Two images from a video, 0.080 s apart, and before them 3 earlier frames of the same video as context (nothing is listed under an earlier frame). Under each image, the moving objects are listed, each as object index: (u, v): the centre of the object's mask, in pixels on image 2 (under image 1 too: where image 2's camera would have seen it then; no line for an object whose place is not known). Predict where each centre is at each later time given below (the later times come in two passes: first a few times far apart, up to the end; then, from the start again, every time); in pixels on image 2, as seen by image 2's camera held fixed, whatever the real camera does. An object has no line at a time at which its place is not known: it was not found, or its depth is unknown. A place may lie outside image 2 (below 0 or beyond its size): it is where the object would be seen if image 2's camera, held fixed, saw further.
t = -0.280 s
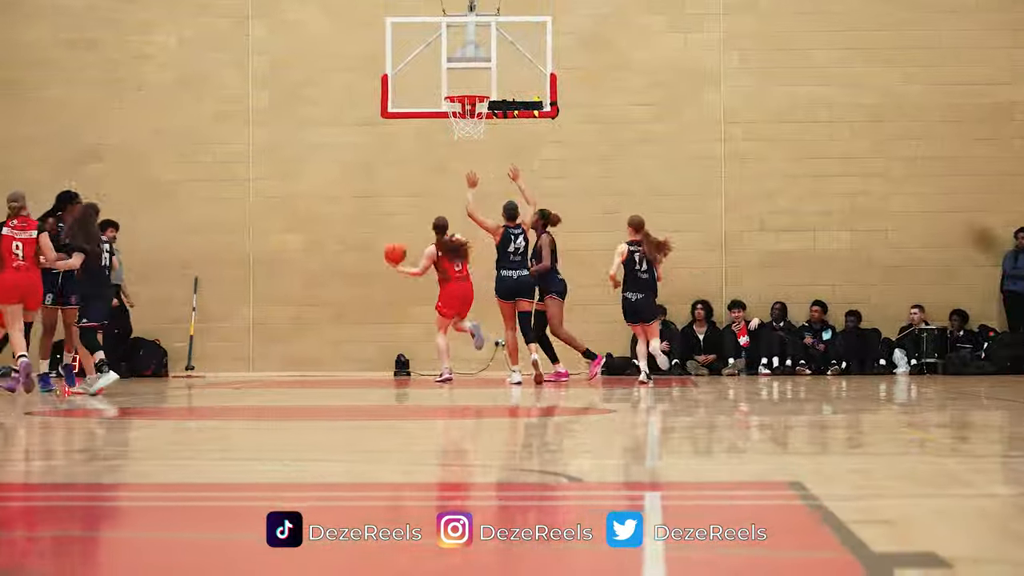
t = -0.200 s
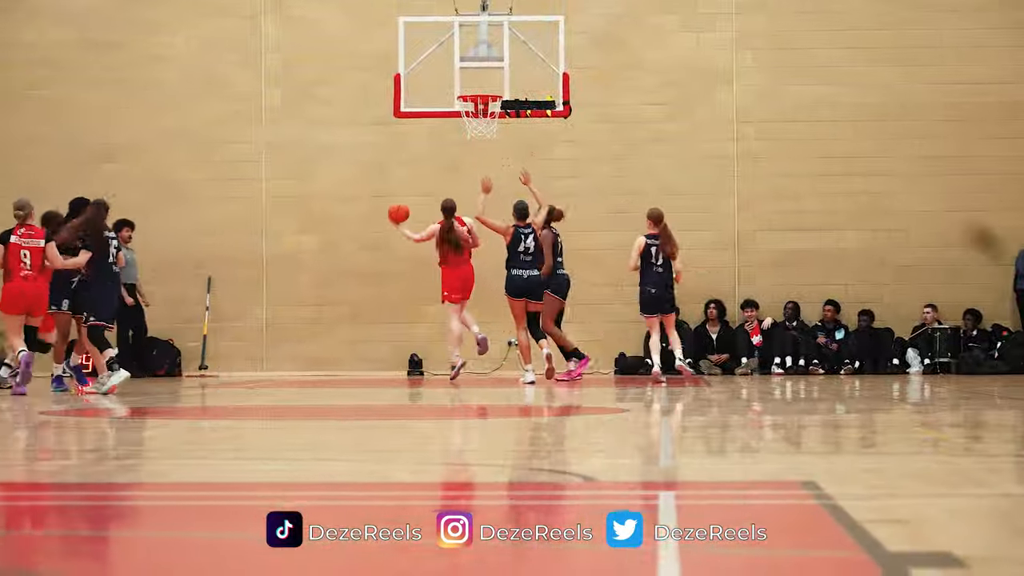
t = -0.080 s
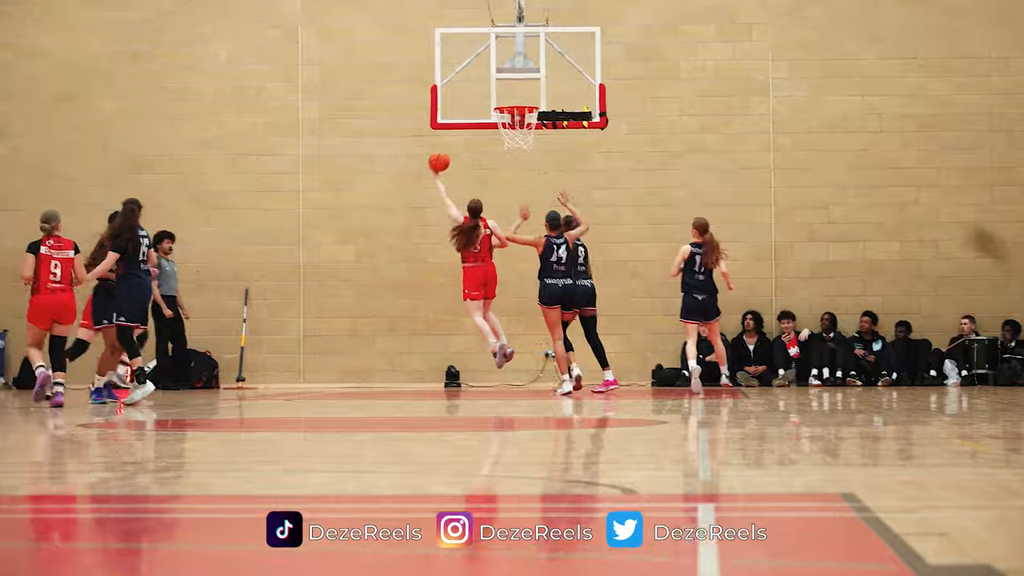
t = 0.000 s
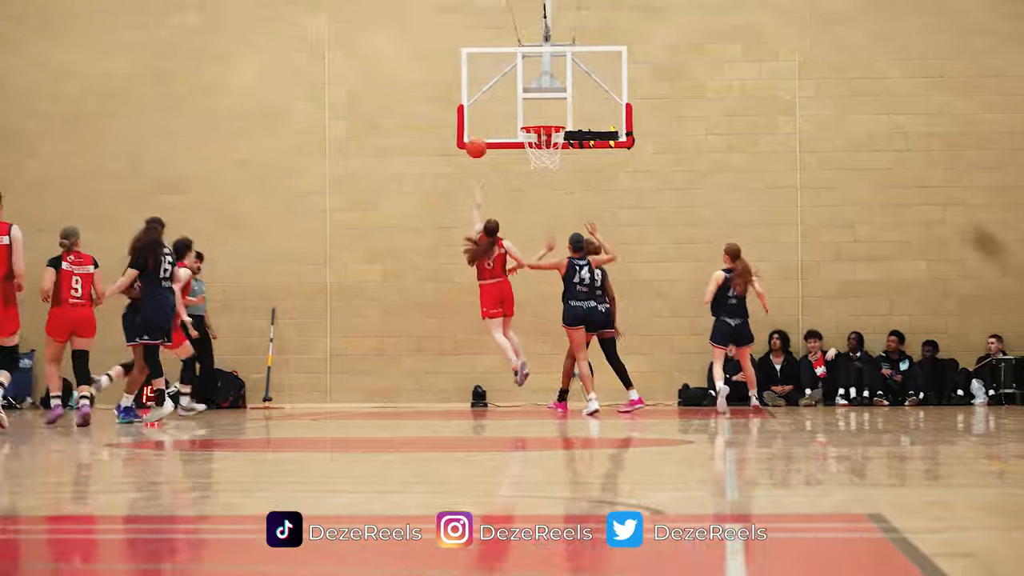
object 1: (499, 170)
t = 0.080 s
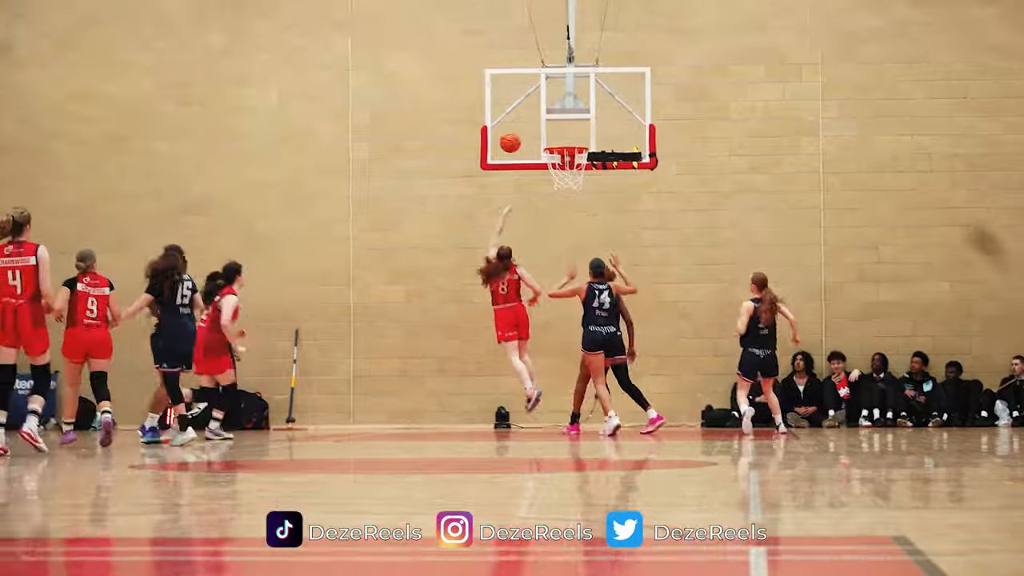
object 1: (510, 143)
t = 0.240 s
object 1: (533, 107)
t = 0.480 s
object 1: (560, 100)
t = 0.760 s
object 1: (580, 139)
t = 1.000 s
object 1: (568, 116)
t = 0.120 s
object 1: (516, 131)
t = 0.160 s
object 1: (522, 121)
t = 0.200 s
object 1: (527, 114)
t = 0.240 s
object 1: (533, 107)
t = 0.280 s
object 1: (538, 103)
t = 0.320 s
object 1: (542, 99)
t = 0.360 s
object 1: (546, 98)
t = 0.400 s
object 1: (551, 97)
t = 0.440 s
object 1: (555, 99)
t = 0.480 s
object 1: (560, 100)
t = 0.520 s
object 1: (565, 103)
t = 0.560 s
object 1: (567, 106)
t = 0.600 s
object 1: (569, 109)
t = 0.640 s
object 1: (572, 115)
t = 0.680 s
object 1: (575, 122)
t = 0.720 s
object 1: (578, 129)
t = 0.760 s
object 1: (580, 139)
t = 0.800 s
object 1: (581, 140)
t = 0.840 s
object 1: (578, 132)
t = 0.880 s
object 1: (576, 126)
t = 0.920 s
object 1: (573, 121)
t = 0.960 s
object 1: (571, 117)
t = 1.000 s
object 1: (568, 116)
